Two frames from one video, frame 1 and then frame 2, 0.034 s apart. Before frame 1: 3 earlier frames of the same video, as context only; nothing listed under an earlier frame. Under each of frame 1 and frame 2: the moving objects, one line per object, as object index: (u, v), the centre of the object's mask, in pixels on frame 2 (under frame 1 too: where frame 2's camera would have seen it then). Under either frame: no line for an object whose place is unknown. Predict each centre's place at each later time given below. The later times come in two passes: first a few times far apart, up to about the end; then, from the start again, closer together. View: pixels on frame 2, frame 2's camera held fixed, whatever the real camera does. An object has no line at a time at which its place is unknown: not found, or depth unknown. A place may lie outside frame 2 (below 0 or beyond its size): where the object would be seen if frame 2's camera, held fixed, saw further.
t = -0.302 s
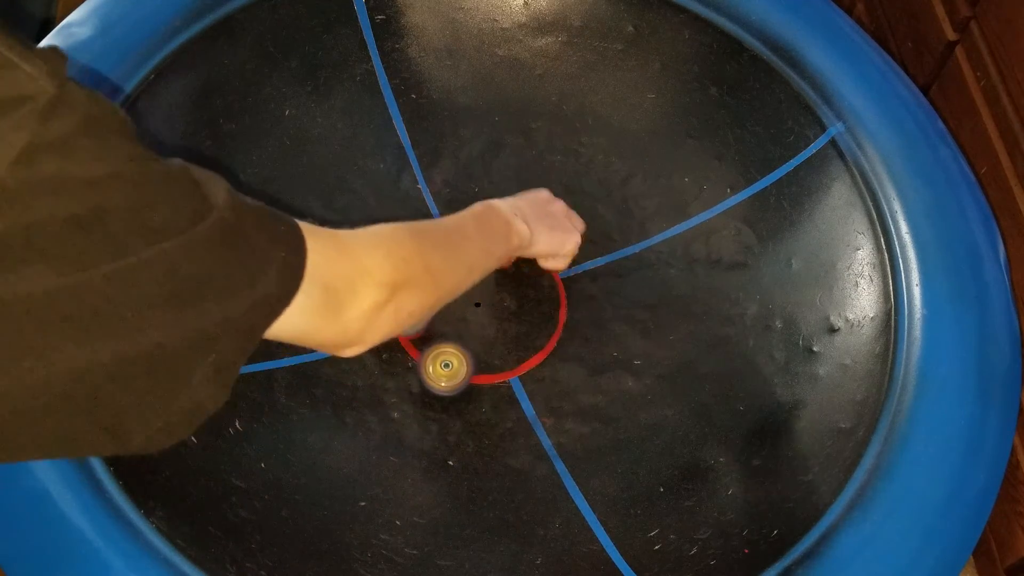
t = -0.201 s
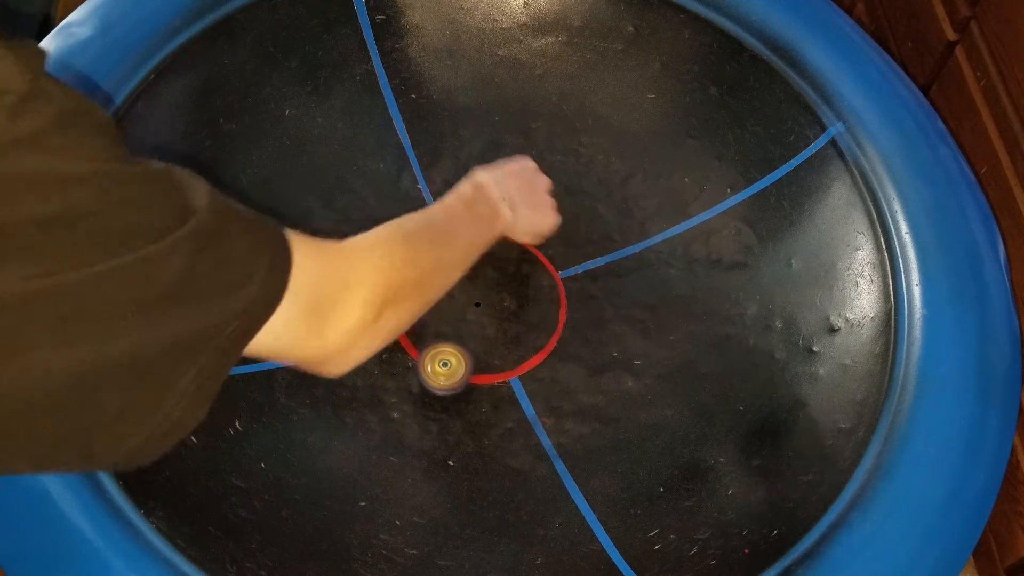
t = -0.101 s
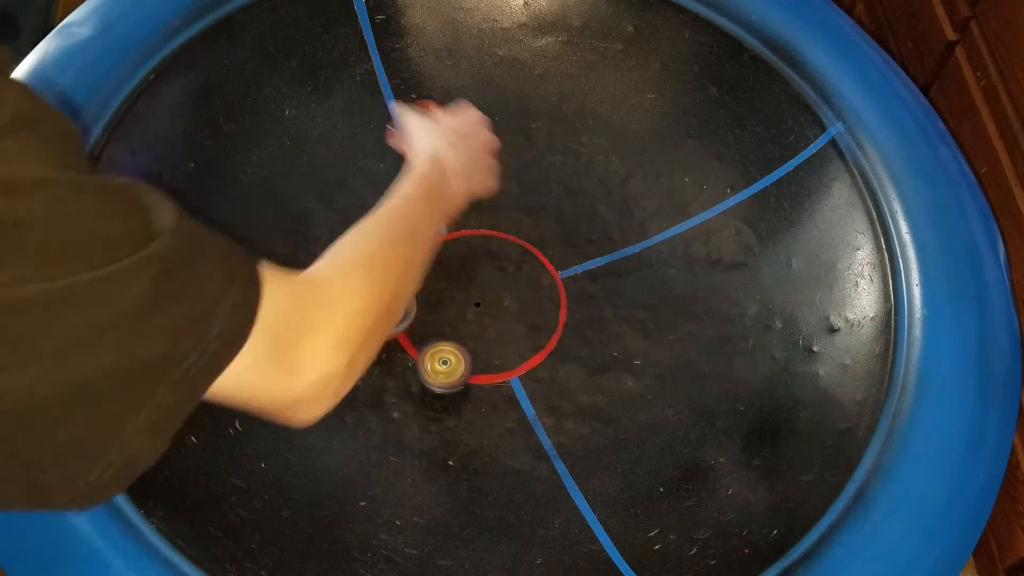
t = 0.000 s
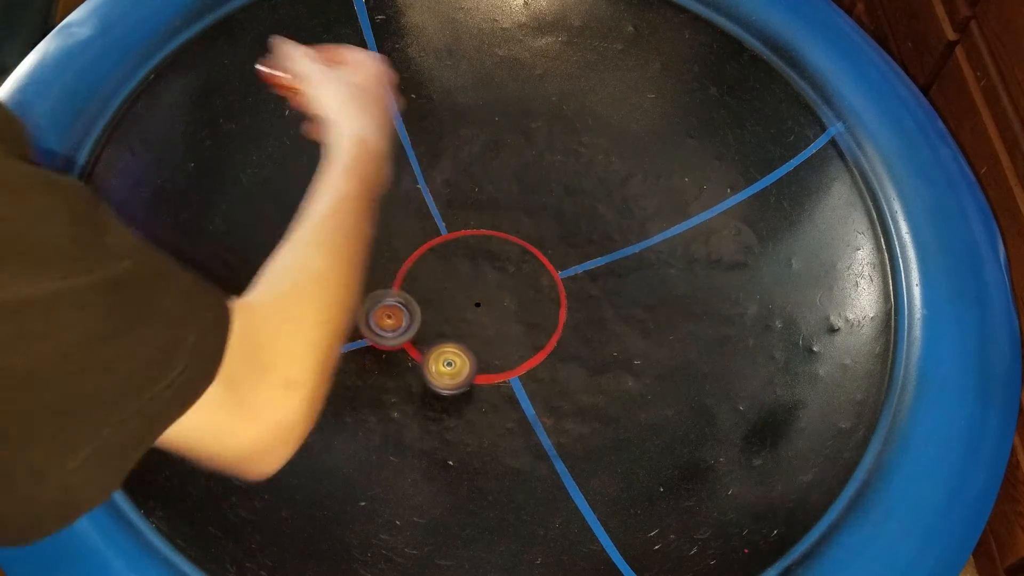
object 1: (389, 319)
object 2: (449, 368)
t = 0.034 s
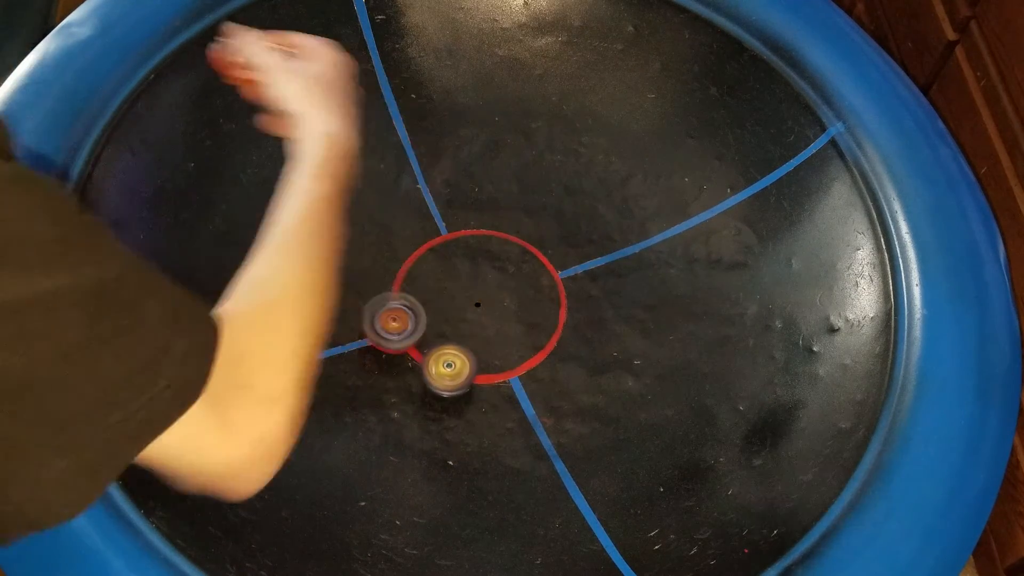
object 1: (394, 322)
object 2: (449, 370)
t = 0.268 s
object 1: (407, 313)
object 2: (455, 374)
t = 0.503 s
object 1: (407, 292)
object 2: (465, 374)
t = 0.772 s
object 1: (420, 307)
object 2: (475, 364)
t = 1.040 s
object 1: (443, 305)
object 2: (480, 352)
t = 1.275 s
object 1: (436, 277)
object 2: (485, 349)
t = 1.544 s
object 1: (408, 246)
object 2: (484, 345)
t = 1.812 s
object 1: (396, 248)
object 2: (482, 342)
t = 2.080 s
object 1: (399, 275)
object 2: (477, 342)
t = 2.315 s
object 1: (417, 311)
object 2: (474, 343)
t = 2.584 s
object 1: (394, 339)
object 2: (495, 351)
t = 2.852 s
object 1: (403, 377)
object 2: (506, 346)
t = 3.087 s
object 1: (444, 377)
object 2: (507, 341)
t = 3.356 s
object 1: (469, 389)
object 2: (511, 313)
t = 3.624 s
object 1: (492, 396)
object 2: (493, 307)
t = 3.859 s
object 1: (509, 375)
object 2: (465, 316)
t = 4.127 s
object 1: (499, 342)
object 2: (441, 336)
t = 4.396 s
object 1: (493, 311)
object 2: (426, 374)
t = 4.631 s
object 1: (466, 296)
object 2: (436, 392)
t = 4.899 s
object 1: (444, 315)
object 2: (469, 390)
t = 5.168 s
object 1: (439, 341)
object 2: (500, 368)
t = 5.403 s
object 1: (430, 362)
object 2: (510, 351)
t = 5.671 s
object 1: (420, 375)
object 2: (482, 336)
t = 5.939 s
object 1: (414, 375)
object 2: (463, 336)
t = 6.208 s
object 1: (413, 374)
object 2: (474, 342)
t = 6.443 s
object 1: (408, 361)
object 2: (504, 344)
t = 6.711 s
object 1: (422, 336)
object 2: (516, 336)
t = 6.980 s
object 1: (448, 326)
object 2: (511, 332)
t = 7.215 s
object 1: (429, 317)
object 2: (520, 332)
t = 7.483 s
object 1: (401, 306)
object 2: (520, 333)
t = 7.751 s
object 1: (386, 316)
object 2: (519, 338)
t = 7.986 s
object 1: (407, 331)
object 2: (520, 342)
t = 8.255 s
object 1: (434, 347)
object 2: (521, 344)
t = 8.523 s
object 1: (448, 373)
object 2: (519, 345)
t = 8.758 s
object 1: (458, 398)
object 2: (517, 349)
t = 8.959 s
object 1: (471, 414)
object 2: (517, 355)
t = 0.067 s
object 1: (400, 324)
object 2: (448, 370)
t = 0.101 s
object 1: (404, 325)
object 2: (447, 371)
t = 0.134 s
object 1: (407, 324)
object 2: (449, 373)
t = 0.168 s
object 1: (407, 322)
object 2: (451, 373)
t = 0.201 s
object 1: (408, 319)
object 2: (452, 373)
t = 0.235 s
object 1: (407, 317)
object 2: (453, 373)
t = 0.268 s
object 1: (407, 313)
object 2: (455, 374)
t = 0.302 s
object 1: (407, 309)
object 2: (456, 374)
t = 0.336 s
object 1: (408, 306)
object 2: (458, 375)
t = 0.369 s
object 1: (410, 304)
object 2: (458, 376)
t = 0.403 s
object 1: (411, 300)
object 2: (460, 376)
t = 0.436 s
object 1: (411, 296)
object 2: (461, 376)
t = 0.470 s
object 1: (409, 293)
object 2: (463, 375)
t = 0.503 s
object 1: (407, 292)
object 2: (465, 374)
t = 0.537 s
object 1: (405, 292)
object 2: (465, 373)
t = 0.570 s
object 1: (404, 292)
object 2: (467, 372)
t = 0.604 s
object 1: (404, 293)
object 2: (468, 371)
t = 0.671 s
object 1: (408, 299)
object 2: (471, 368)
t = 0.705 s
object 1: (410, 303)
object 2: (472, 367)
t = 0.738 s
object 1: (414, 305)
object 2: (474, 366)
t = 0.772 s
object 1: (420, 307)
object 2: (475, 364)
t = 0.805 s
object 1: (426, 310)
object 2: (476, 362)
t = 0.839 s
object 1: (437, 313)
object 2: (478, 359)
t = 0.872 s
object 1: (438, 313)
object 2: (480, 359)
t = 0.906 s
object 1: (438, 312)
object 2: (481, 358)
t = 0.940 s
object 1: (439, 311)
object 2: (480, 356)
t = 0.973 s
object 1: (440, 310)
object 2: (480, 355)
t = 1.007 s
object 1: (441, 308)
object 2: (481, 353)
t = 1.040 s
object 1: (443, 305)
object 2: (480, 352)
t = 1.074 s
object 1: (447, 303)
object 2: (481, 351)
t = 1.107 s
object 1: (449, 300)
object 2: (481, 350)
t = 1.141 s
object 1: (447, 293)
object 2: (484, 351)
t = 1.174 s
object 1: (444, 288)
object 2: (484, 351)
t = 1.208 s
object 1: (441, 283)
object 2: (484, 350)
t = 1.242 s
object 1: (439, 280)
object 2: (484, 349)
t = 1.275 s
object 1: (436, 277)
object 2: (485, 349)
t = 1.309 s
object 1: (433, 272)
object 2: (485, 349)
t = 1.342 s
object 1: (431, 266)
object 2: (485, 348)
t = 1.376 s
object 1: (428, 261)
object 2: (485, 347)
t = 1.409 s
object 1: (425, 257)
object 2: (485, 347)
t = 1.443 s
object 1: (422, 252)
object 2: (485, 346)
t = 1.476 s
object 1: (417, 249)
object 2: (484, 346)
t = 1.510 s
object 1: (412, 247)
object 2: (484, 345)
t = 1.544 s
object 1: (408, 246)
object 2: (484, 345)
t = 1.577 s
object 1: (405, 244)
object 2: (484, 344)
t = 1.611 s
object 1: (402, 243)
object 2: (484, 344)
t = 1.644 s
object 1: (399, 242)
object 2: (484, 344)
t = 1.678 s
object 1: (395, 241)
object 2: (484, 343)
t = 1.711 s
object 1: (394, 241)
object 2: (483, 343)
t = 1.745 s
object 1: (394, 243)
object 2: (483, 343)
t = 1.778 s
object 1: (395, 245)
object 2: (483, 342)
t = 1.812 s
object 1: (396, 248)
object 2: (482, 342)
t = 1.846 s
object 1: (396, 251)
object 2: (482, 342)
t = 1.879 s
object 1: (395, 255)
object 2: (482, 342)
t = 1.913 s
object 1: (394, 257)
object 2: (480, 342)
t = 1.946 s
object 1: (395, 260)
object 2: (480, 342)
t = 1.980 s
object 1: (395, 263)
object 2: (480, 342)
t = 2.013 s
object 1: (397, 266)
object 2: (479, 342)
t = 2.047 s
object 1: (398, 270)
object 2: (478, 342)
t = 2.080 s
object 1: (399, 275)
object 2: (477, 342)
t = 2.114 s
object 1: (400, 280)
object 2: (476, 341)
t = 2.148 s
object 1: (403, 285)
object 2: (476, 341)
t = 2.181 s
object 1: (407, 289)
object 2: (475, 341)
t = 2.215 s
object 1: (409, 295)
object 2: (474, 342)
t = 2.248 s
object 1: (410, 301)
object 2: (474, 342)
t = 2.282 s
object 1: (413, 306)
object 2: (473, 343)
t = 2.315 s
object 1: (417, 311)
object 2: (474, 343)
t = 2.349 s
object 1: (419, 317)
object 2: (474, 345)
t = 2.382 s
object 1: (415, 319)
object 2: (481, 348)
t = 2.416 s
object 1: (411, 321)
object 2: (486, 350)
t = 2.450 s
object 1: (407, 323)
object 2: (490, 351)
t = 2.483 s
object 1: (403, 327)
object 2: (490, 351)
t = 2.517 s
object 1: (398, 331)
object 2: (492, 352)
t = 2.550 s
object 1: (395, 335)
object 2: (494, 351)
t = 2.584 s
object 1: (394, 339)
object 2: (495, 351)
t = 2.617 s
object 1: (391, 344)
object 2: (497, 351)
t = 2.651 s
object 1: (390, 349)
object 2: (498, 350)
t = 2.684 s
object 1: (389, 354)
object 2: (499, 350)
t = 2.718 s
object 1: (391, 359)
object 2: (501, 349)
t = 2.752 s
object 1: (394, 365)
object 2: (503, 348)
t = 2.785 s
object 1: (396, 369)
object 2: (504, 347)
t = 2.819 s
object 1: (399, 372)
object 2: (505, 347)
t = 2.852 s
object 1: (403, 377)
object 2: (506, 346)
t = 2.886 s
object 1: (408, 380)
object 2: (507, 345)
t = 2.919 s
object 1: (414, 381)
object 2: (507, 345)
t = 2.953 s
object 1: (421, 381)
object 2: (508, 344)
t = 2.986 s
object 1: (427, 380)
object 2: (508, 343)
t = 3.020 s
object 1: (433, 380)
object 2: (508, 342)
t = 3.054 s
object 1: (439, 380)
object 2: (508, 341)
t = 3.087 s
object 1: (444, 377)
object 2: (507, 341)
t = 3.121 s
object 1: (450, 377)
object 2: (507, 340)
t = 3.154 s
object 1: (457, 376)
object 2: (507, 339)
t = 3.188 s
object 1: (461, 373)
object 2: (507, 337)
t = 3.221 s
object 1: (462, 374)
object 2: (507, 332)
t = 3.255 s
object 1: (462, 378)
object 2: (510, 323)
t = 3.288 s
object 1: (464, 381)
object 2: (511, 317)
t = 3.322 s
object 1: (466, 385)
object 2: (511, 314)
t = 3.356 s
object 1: (469, 389)
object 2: (511, 313)
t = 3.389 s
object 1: (470, 393)
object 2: (510, 312)
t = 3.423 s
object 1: (472, 396)
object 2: (508, 310)
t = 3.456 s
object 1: (474, 399)
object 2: (506, 309)
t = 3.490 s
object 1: (478, 401)
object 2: (504, 308)
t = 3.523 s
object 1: (481, 401)
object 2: (502, 307)
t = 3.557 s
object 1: (486, 402)
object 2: (499, 307)
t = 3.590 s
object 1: (489, 400)
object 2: (496, 307)
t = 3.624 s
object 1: (492, 396)
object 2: (493, 307)
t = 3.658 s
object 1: (495, 394)
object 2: (491, 307)
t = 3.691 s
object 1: (500, 392)
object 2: (488, 308)
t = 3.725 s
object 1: (502, 389)
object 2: (485, 309)
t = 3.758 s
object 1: (502, 385)
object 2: (482, 310)
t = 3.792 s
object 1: (505, 381)
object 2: (477, 312)
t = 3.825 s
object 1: (508, 378)
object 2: (471, 314)
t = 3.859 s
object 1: (509, 375)
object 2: (465, 316)
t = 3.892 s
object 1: (509, 372)
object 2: (461, 318)
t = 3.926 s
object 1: (508, 367)
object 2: (458, 319)
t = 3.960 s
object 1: (507, 363)
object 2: (455, 320)
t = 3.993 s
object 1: (506, 358)
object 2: (453, 323)
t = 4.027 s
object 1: (506, 354)
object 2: (449, 327)
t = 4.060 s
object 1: (505, 350)
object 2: (446, 331)
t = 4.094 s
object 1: (503, 345)
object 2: (443, 334)
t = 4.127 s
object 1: (499, 342)
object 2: (441, 336)
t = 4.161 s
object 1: (498, 339)
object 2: (438, 339)
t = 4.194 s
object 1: (498, 335)
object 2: (434, 344)
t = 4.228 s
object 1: (499, 331)
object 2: (432, 348)
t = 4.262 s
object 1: (499, 326)
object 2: (430, 354)
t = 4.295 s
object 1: (498, 322)
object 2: (428, 360)
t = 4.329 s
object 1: (497, 318)
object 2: (427, 365)
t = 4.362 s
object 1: (496, 315)
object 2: (426, 370)
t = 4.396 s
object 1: (493, 311)
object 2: (426, 374)
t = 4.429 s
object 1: (492, 308)
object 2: (427, 379)
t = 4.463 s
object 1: (489, 304)
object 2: (427, 382)
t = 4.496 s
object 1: (485, 302)
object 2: (428, 386)
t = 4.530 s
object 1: (481, 300)
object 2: (430, 388)
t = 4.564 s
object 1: (476, 298)
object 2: (432, 389)
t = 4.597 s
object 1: (471, 297)
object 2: (434, 391)
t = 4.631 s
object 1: (466, 296)
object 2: (436, 392)
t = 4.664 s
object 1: (462, 297)
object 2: (439, 393)
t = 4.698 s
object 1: (457, 300)
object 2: (442, 394)
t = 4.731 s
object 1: (455, 302)
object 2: (445, 394)
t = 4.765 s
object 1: (453, 304)
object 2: (447, 394)
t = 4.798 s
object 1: (451, 307)
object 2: (452, 394)
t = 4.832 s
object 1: (450, 310)
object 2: (458, 393)
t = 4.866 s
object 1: (448, 313)
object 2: (463, 392)
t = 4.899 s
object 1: (444, 315)
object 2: (469, 390)
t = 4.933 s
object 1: (441, 317)
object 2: (476, 389)
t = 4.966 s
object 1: (442, 321)
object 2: (481, 386)
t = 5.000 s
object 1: (444, 324)
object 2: (485, 384)
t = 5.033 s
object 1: (444, 328)
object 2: (489, 381)
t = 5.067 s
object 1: (444, 331)
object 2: (492, 380)
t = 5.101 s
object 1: (443, 334)
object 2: (494, 376)
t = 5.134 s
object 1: (440, 337)
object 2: (498, 372)
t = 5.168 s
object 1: (439, 341)
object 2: (500, 368)
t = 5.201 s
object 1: (441, 345)
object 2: (501, 364)
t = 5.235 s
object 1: (441, 347)
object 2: (507, 361)
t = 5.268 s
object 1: (440, 350)
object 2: (511, 358)
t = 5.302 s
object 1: (437, 352)
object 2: (511, 357)
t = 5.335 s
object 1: (432, 356)
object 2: (511, 354)
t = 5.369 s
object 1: (431, 359)
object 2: (511, 352)
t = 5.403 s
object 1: (430, 362)
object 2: (510, 351)
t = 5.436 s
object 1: (428, 364)
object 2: (509, 350)
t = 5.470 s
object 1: (425, 366)
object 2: (508, 349)
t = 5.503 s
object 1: (423, 366)
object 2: (505, 347)
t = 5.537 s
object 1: (421, 368)
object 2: (502, 344)
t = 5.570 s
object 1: (419, 372)
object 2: (499, 342)
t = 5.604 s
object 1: (418, 374)
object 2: (492, 339)
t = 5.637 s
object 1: (420, 374)
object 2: (487, 338)
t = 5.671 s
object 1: (420, 375)
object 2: (482, 336)
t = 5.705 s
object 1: (421, 375)
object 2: (478, 335)
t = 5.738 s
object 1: (423, 374)
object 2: (473, 335)
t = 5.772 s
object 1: (424, 373)
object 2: (470, 335)
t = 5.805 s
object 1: (423, 372)
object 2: (468, 335)
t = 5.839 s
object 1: (421, 374)
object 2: (467, 334)
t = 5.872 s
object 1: (418, 375)
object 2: (465, 335)
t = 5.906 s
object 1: (416, 375)
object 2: (464, 336)
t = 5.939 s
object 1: (414, 375)
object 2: (463, 336)
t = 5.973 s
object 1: (412, 373)
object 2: (462, 337)
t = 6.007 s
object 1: (411, 373)
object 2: (462, 338)
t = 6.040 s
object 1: (410, 375)
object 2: (461, 339)
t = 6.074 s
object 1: (410, 377)
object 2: (461, 340)
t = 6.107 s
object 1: (412, 377)
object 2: (461, 341)
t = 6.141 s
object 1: (413, 377)
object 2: (463, 342)
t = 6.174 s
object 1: (413, 376)
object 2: (468, 341)
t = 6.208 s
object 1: (413, 374)
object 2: (474, 342)
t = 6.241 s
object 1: (414, 372)
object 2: (479, 345)
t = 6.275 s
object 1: (412, 370)
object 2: (481, 347)
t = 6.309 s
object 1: (410, 368)
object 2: (484, 347)
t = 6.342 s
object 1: (408, 367)
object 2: (488, 346)
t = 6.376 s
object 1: (407, 365)
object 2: (492, 346)
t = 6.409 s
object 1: (408, 363)
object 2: (499, 345)
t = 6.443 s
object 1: (408, 361)
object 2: (504, 344)
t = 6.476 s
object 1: (410, 358)
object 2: (507, 344)
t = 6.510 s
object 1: (412, 356)
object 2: (511, 344)
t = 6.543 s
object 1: (415, 352)
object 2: (512, 342)
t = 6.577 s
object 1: (416, 348)
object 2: (514, 341)
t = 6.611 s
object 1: (415, 345)
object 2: (514, 340)
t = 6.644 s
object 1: (416, 341)
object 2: (515, 338)
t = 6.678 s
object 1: (420, 338)
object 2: (516, 337)
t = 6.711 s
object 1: (422, 336)
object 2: (516, 336)
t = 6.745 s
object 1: (425, 335)
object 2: (516, 335)
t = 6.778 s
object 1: (427, 335)
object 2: (516, 335)
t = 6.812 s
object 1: (428, 332)
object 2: (515, 334)
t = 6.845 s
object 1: (433, 329)
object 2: (515, 334)
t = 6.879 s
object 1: (438, 328)
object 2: (513, 334)
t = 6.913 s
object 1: (441, 327)
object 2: (512, 333)
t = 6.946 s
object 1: (446, 327)
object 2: (510, 333)
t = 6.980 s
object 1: (448, 326)
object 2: (511, 332)
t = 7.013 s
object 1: (450, 326)
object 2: (513, 332)
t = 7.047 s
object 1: (447, 325)
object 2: (517, 332)
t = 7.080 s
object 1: (443, 324)
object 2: (519, 331)
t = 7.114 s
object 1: (439, 323)
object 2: (518, 331)
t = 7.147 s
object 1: (435, 321)
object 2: (519, 332)
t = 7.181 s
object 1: (432, 320)
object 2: (519, 332)
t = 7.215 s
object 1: (429, 317)
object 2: (520, 332)
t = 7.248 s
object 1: (426, 315)
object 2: (520, 332)
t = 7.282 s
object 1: (423, 313)
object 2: (520, 332)
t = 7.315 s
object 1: (419, 311)
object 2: (520, 332)
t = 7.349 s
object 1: (415, 311)
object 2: (520, 332)
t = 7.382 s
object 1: (410, 310)
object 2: (521, 332)
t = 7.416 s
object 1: (408, 308)
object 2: (520, 332)
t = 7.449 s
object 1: (404, 307)
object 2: (520, 332)
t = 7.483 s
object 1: (401, 306)
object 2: (520, 333)
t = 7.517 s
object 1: (397, 305)
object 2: (520, 333)
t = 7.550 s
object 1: (393, 303)
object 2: (520, 333)
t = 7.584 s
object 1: (390, 304)
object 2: (519, 333)
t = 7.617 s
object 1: (388, 305)
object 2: (519, 334)
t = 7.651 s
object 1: (386, 308)
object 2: (519, 335)
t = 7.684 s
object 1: (386, 310)
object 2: (519, 336)
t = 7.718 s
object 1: (386, 314)
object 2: (519, 336)
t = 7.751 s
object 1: (386, 316)
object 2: (519, 338)
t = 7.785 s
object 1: (389, 319)
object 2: (519, 339)
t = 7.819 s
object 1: (393, 321)
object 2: (519, 339)
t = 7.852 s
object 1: (395, 324)
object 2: (519, 341)
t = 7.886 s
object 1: (398, 324)
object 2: (520, 341)
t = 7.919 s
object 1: (402, 327)
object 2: (520, 342)
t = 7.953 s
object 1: (404, 329)
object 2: (520, 341)
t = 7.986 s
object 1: (407, 331)
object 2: (520, 342)
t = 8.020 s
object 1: (412, 331)
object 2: (520, 343)
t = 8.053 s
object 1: (415, 333)
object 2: (521, 344)
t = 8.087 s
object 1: (419, 336)
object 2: (521, 343)
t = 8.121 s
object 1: (422, 341)
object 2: (521, 344)
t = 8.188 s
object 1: (426, 342)
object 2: (521, 344)
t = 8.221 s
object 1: (430, 343)
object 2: (521, 345)
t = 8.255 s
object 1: (434, 347)
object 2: (521, 344)
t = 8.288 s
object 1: (436, 349)
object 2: (521, 345)
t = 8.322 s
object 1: (440, 353)
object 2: (521, 345)
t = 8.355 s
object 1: (442, 358)
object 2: (521, 345)
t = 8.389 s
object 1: (443, 361)
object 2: (520, 345)
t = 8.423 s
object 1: (445, 364)
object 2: (520, 345)
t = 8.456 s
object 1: (446, 368)
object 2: (519, 345)
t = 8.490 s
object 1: (446, 370)
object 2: (519, 345)
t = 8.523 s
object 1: (448, 373)
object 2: (519, 345)
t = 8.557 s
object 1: (451, 376)
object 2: (519, 345)
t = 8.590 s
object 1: (453, 378)
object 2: (518, 346)
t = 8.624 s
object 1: (455, 380)
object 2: (517, 346)
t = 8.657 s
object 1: (457, 384)
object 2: (517, 347)
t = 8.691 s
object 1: (457, 389)
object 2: (517, 347)
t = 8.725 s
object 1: (458, 393)
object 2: (517, 348)
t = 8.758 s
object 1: (458, 398)
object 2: (517, 349)
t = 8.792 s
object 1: (459, 400)
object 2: (517, 350)
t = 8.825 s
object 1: (461, 404)
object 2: (517, 351)
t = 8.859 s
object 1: (463, 406)
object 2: (517, 353)
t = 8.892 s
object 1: (465, 410)
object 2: (517, 353)
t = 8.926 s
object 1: (468, 412)
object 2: (517, 354)
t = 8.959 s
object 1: (471, 414)
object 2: (517, 355)
